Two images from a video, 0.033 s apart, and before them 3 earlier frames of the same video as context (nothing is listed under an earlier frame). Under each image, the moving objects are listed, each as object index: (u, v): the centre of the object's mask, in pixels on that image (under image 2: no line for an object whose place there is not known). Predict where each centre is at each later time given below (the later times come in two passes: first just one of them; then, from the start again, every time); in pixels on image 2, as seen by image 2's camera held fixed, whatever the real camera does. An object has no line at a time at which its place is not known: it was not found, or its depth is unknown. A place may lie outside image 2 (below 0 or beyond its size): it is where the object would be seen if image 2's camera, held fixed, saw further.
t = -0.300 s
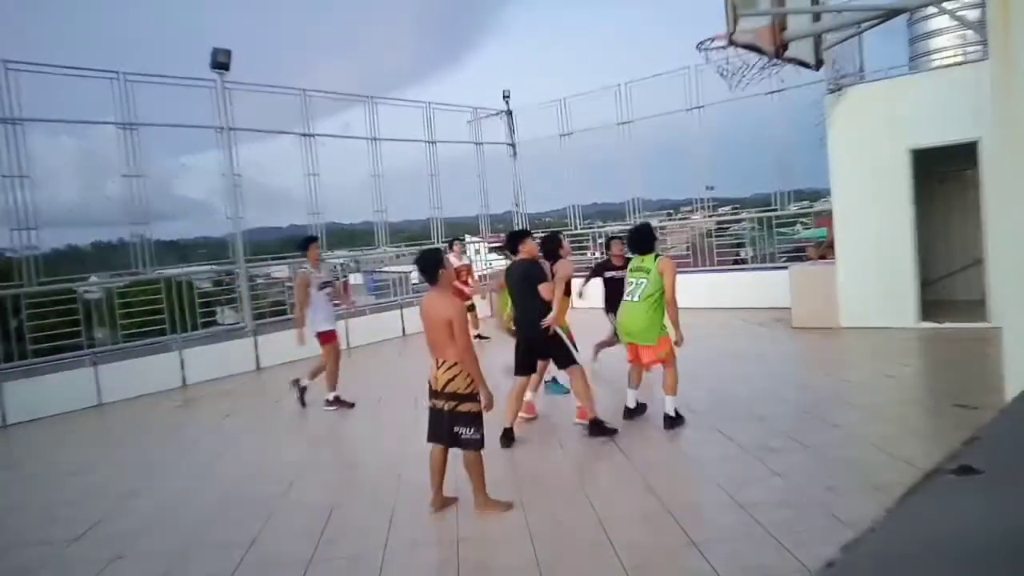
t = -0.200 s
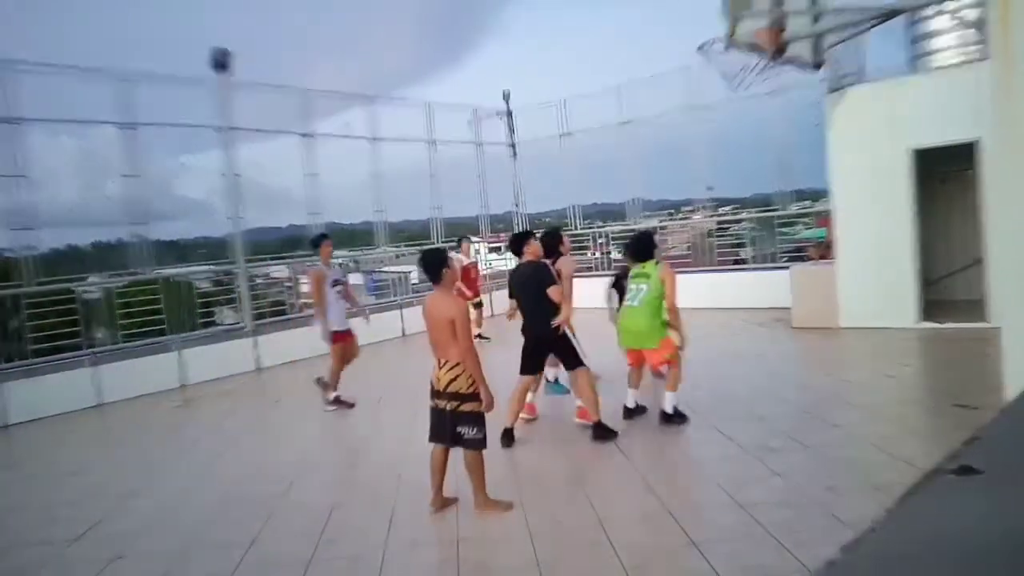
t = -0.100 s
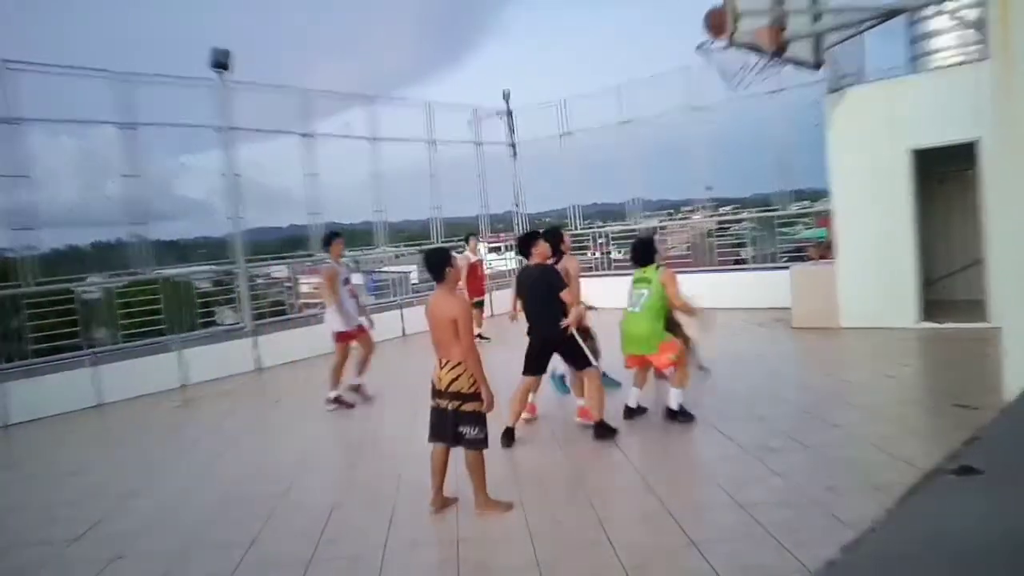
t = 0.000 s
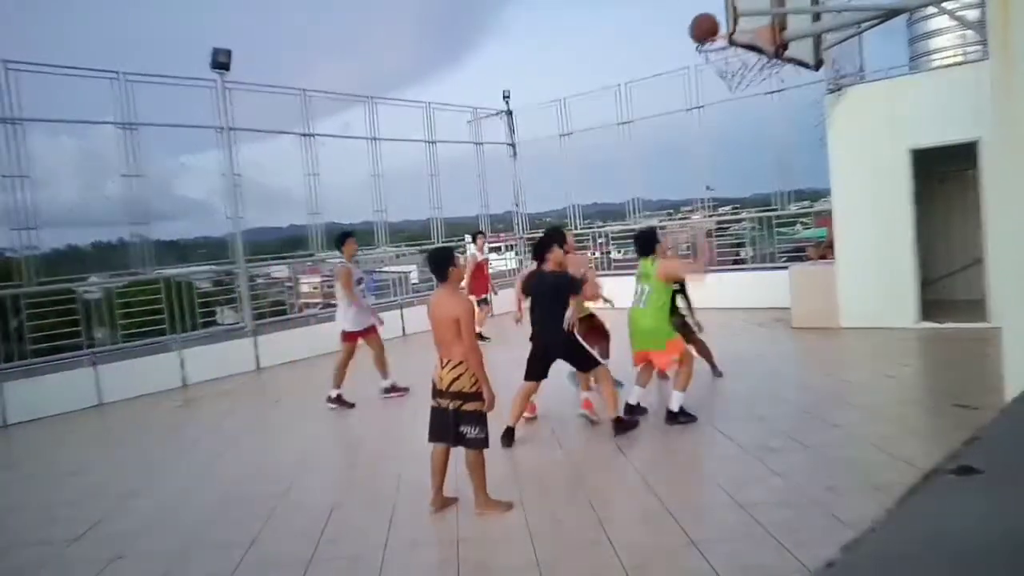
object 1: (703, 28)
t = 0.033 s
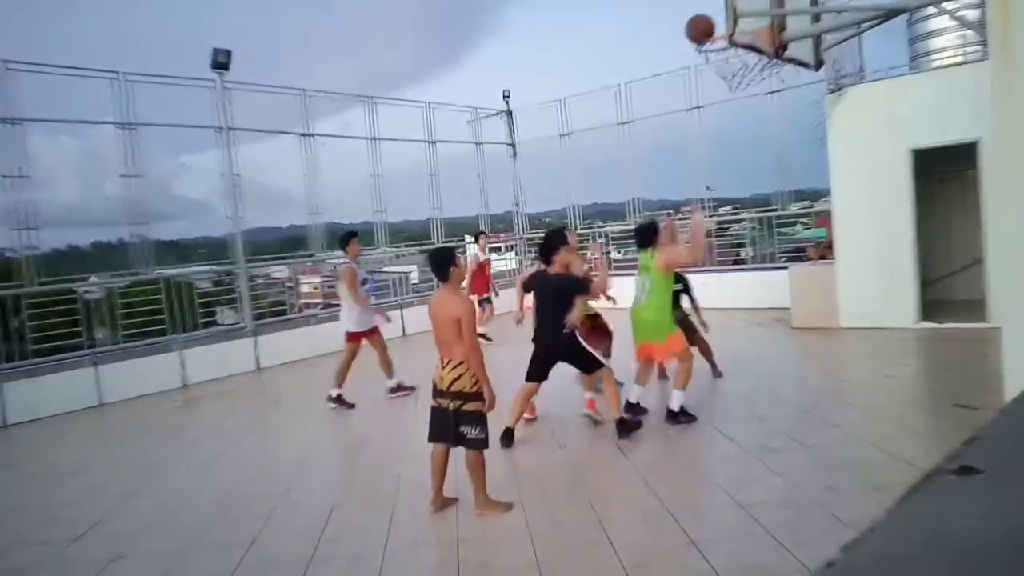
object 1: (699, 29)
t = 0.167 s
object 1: (685, 38)
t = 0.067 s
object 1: (696, 30)
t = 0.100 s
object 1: (693, 32)
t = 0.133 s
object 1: (689, 35)
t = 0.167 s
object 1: (685, 38)
